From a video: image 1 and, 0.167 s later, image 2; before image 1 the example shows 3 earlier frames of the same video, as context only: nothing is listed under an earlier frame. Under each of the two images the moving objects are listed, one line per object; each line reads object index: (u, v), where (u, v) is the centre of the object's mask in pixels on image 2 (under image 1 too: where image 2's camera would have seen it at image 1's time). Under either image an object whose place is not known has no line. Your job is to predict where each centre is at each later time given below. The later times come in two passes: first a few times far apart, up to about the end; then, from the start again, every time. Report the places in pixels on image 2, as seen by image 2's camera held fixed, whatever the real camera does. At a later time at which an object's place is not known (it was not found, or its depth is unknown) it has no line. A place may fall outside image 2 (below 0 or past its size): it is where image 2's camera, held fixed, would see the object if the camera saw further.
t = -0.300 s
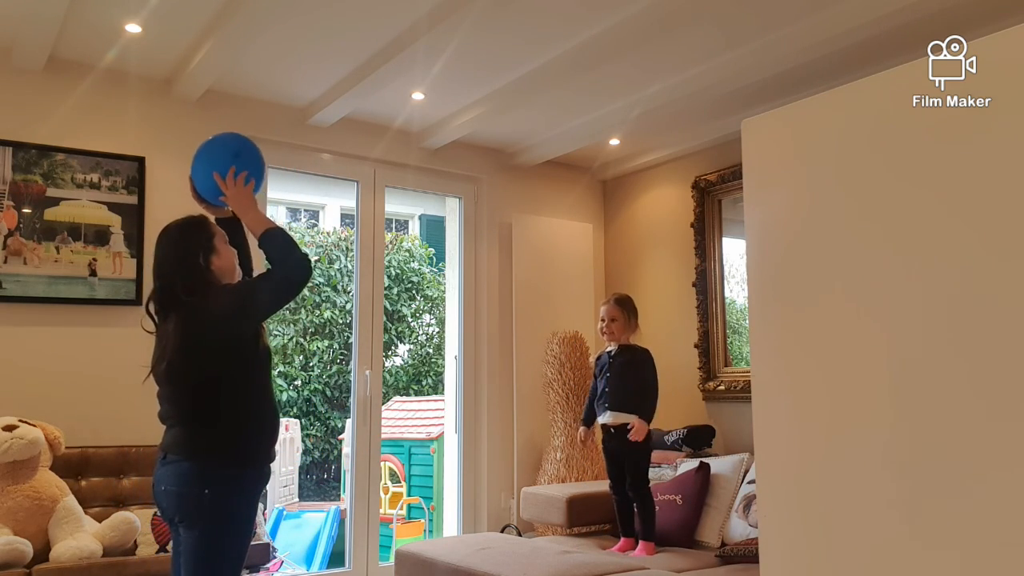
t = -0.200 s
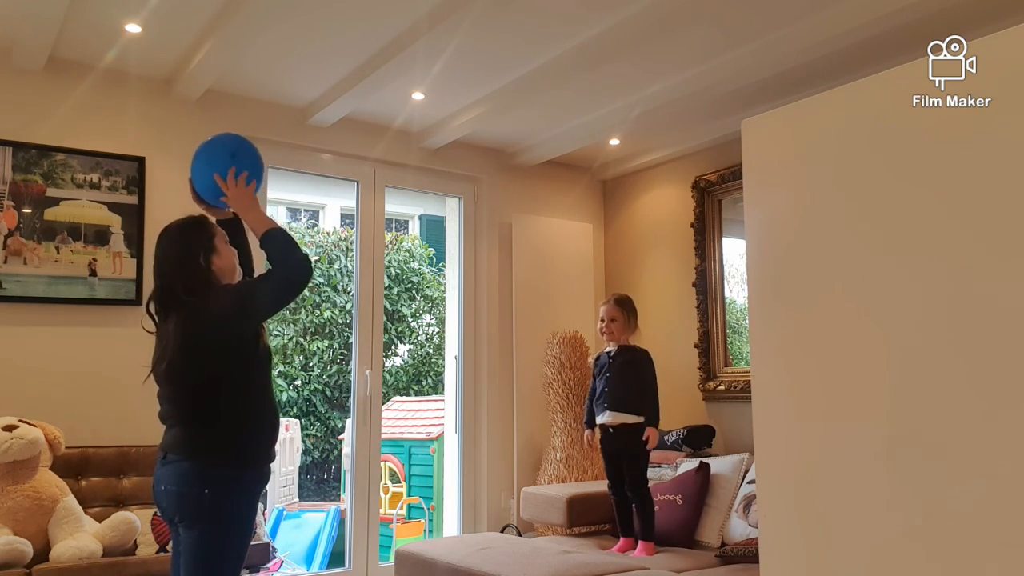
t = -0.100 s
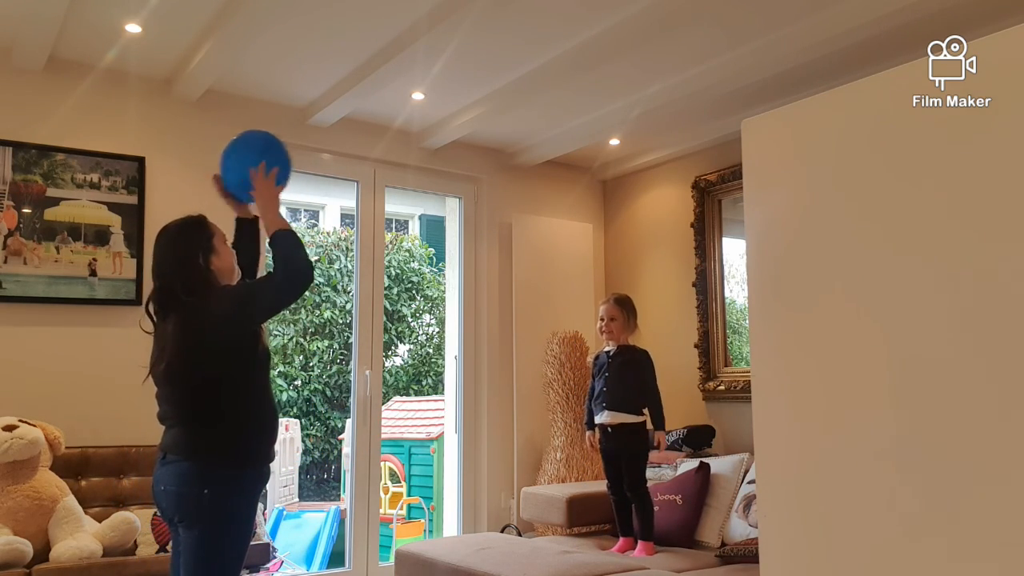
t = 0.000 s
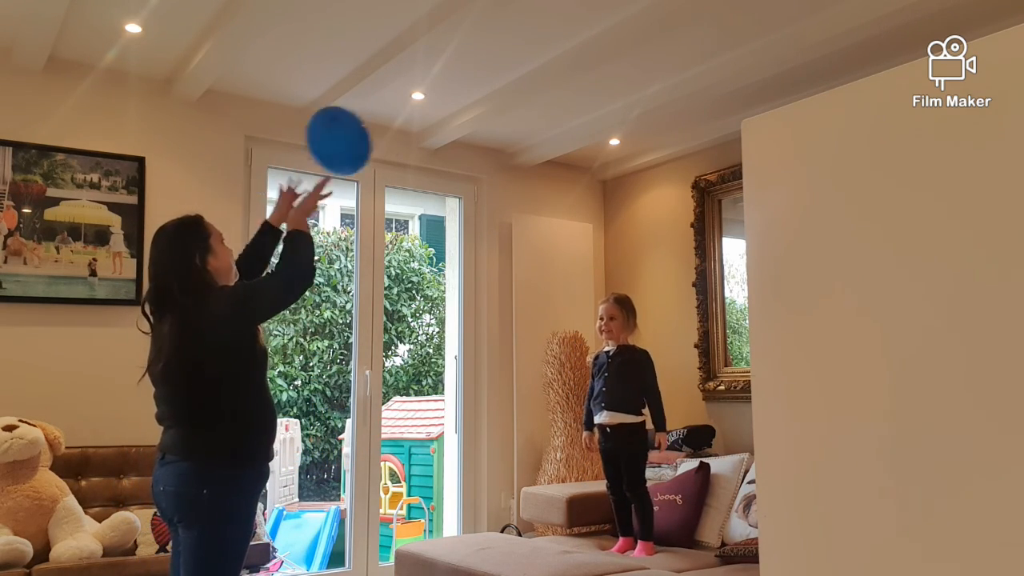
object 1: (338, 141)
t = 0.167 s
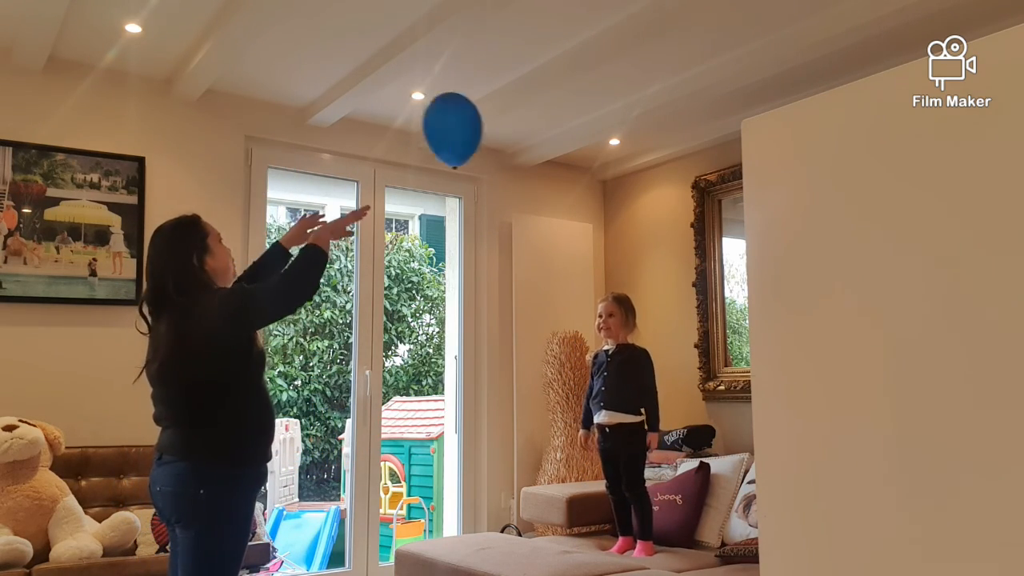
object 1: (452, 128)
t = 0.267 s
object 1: (488, 141)
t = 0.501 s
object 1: (524, 185)
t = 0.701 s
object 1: (543, 233)
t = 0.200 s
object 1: (466, 131)
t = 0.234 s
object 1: (478, 136)
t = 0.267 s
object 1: (488, 141)
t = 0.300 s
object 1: (496, 146)
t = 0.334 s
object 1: (502, 153)
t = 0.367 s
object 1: (508, 159)
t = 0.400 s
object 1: (512, 165)
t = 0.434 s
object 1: (517, 172)
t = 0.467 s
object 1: (521, 178)
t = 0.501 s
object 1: (524, 185)
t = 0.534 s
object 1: (528, 192)
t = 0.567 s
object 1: (531, 200)
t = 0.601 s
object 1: (534, 208)
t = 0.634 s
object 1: (537, 216)
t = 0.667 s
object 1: (540, 224)
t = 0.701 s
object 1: (543, 233)
